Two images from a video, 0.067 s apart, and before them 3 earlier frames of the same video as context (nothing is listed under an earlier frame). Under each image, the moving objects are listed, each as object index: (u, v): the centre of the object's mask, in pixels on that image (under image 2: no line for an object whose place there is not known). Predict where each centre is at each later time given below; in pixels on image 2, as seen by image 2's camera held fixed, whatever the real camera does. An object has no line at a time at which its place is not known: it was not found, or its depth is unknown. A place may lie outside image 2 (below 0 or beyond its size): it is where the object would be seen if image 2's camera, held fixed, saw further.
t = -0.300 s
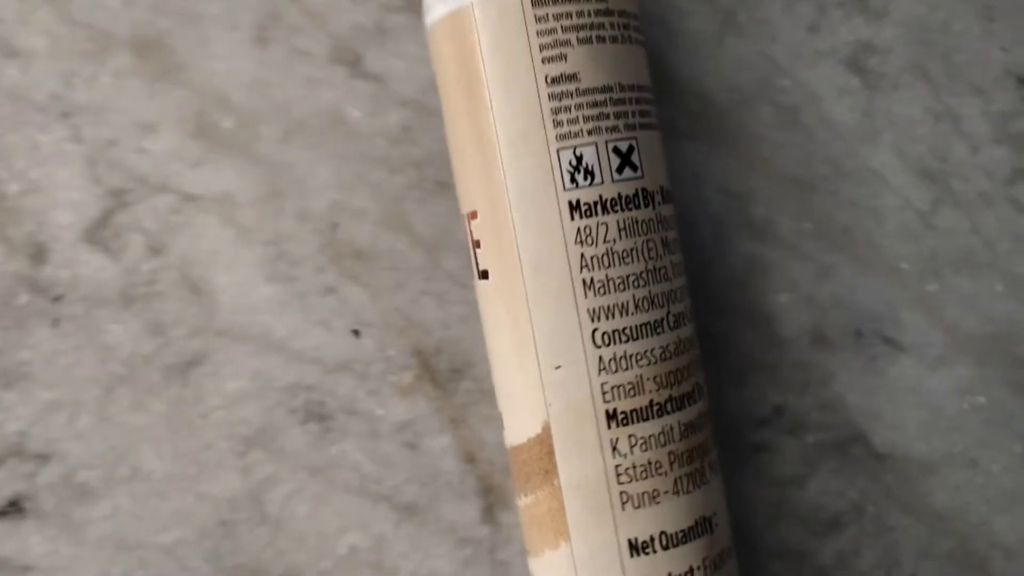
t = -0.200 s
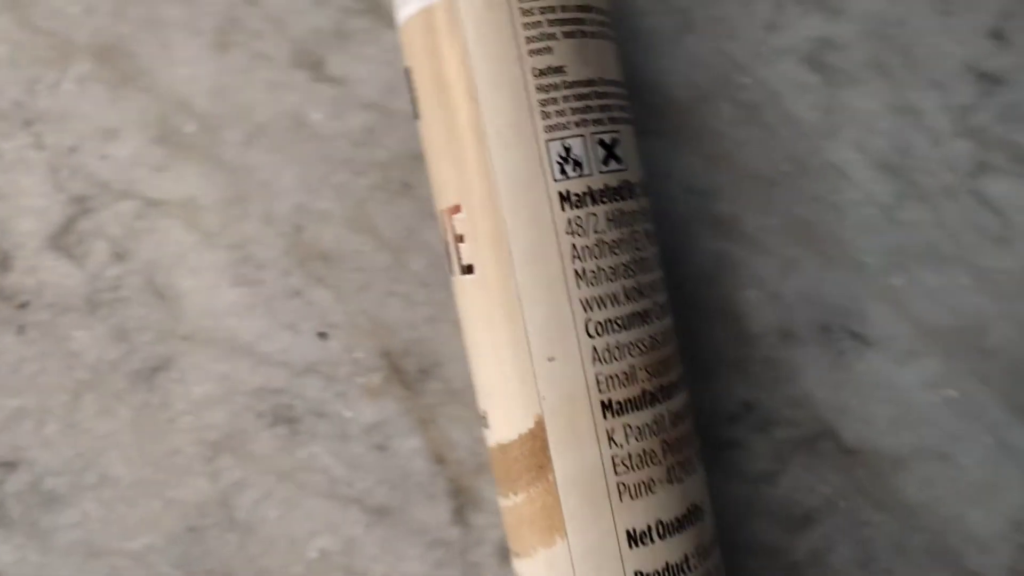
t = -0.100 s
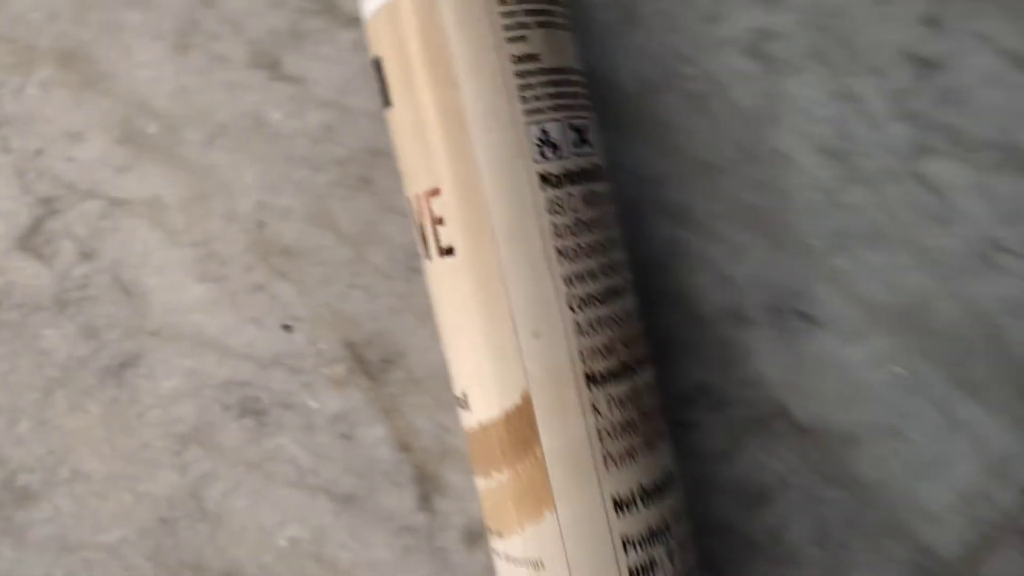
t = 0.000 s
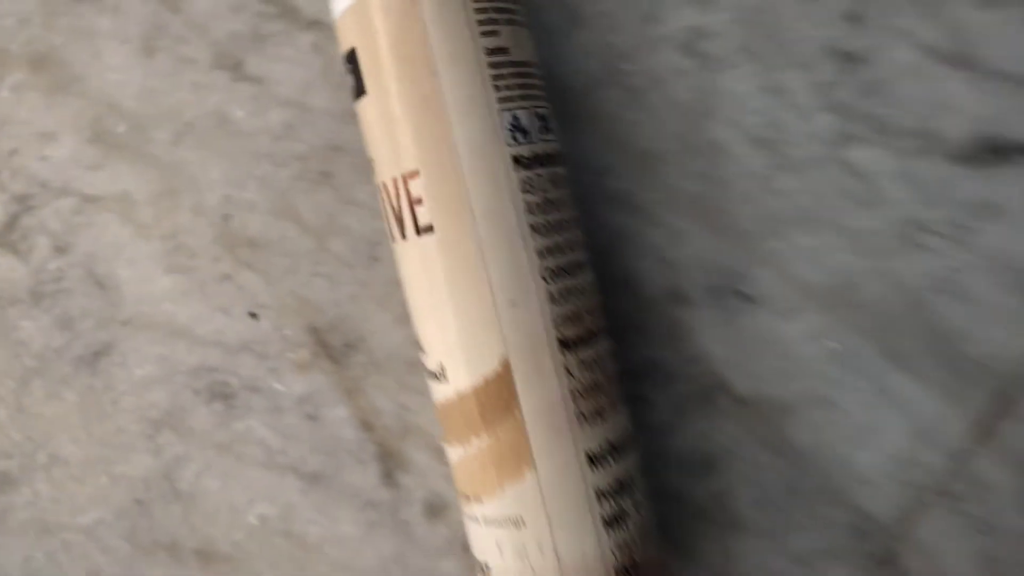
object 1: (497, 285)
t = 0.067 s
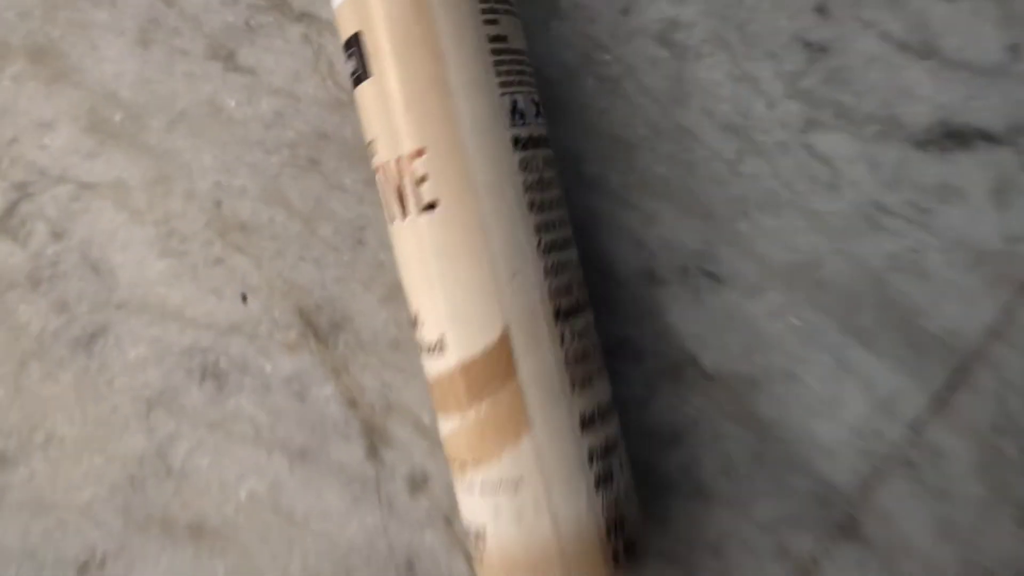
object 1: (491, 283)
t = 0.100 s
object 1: (498, 285)
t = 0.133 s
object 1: (503, 284)
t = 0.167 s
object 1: (507, 283)
